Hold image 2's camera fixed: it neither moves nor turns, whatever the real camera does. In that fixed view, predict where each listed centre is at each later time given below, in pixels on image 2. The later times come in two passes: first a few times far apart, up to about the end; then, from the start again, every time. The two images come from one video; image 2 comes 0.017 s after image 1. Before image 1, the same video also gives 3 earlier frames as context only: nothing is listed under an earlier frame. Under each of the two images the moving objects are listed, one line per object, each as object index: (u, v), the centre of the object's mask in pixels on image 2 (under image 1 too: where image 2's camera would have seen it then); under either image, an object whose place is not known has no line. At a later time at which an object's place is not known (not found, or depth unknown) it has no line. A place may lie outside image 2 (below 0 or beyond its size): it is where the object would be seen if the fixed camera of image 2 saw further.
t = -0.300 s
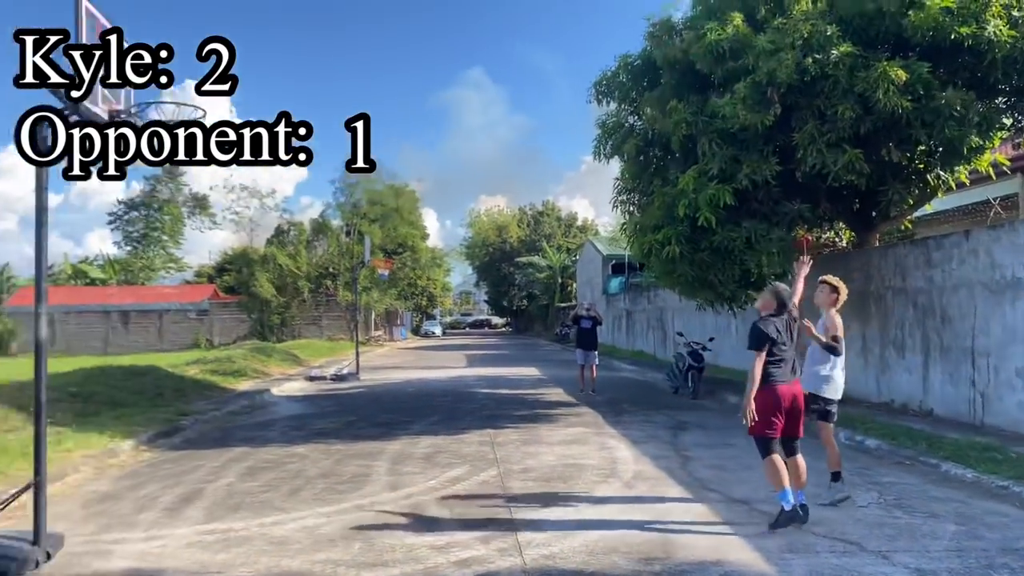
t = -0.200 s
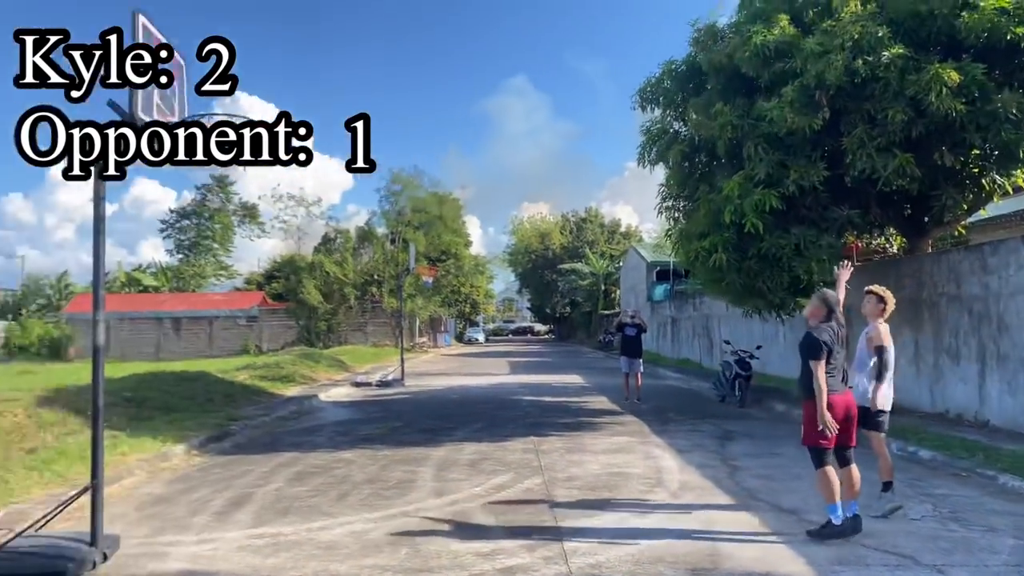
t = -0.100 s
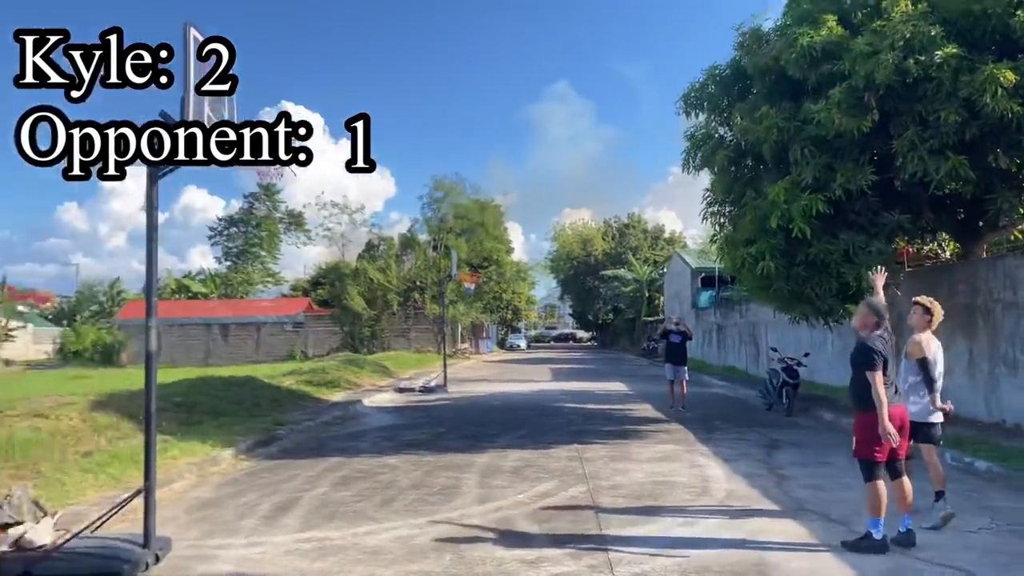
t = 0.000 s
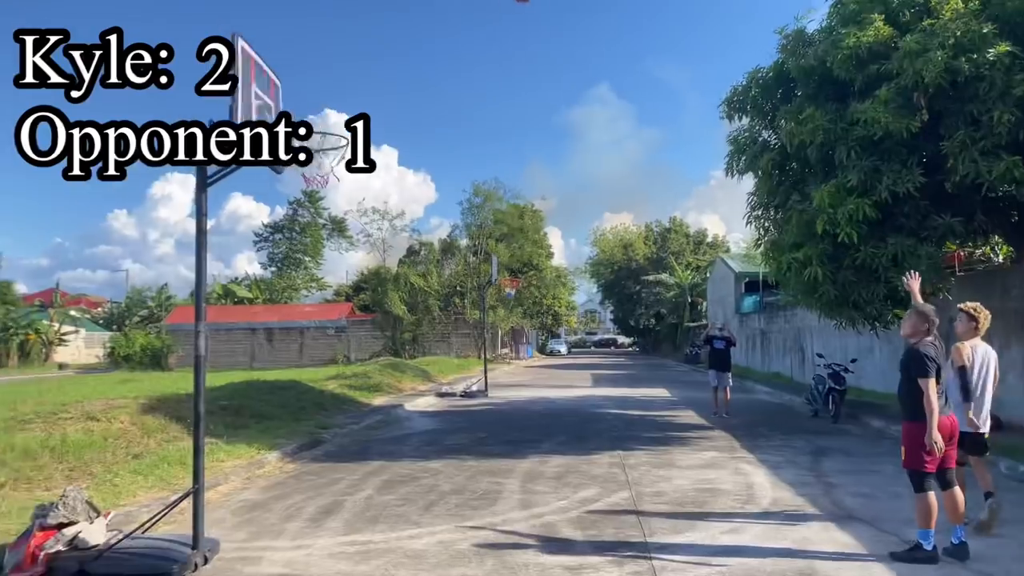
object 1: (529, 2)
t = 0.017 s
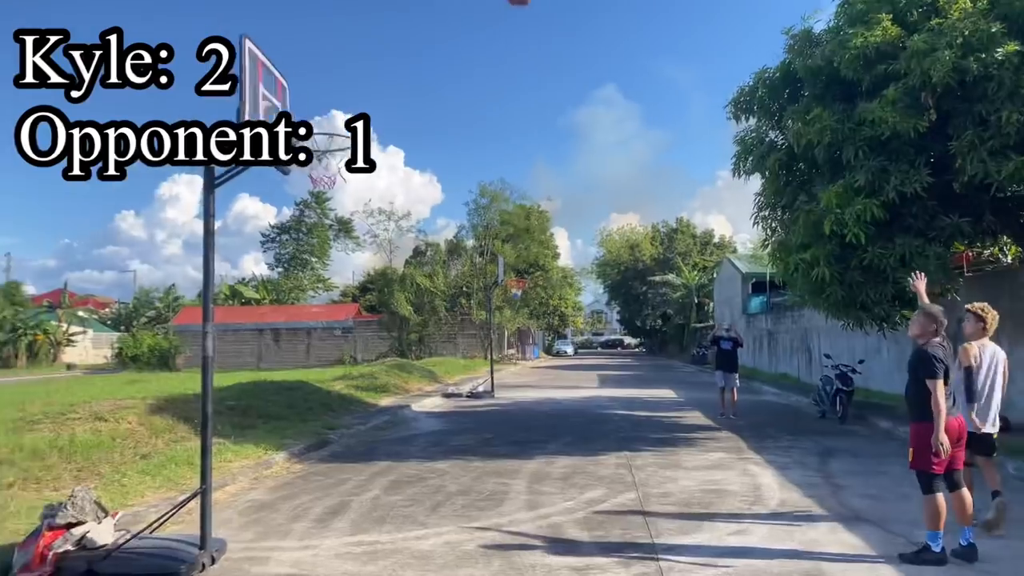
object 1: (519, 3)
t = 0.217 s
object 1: (401, 52)
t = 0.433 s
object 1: (311, 178)
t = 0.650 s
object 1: (351, 315)
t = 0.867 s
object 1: (368, 495)
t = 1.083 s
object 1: (411, 386)
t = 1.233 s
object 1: (438, 313)
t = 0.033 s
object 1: (509, 3)
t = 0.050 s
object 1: (499, 4)
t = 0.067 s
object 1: (489, 6)
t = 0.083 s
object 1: (479, 8)
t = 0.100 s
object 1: (470, 10)
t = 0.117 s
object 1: (460, 14)
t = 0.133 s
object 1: (451, 19)
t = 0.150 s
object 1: (441, 25)
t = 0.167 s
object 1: (431, 31)
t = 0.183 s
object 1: (421, 38)
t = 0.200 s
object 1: (411, 45)
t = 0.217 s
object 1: (401, 52)
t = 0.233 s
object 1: (391, 60)
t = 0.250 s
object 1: (381, 68)
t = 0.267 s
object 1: (371, 77)
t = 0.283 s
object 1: (360, 86)
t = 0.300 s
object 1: (350, 95)
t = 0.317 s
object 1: (340, 105)
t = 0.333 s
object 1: (330, 115)
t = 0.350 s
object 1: (320, 125)
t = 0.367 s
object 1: (310, 136)
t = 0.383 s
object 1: (303, 147)
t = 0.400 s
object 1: (305, 157)
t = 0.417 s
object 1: (308, 167)
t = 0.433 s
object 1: (311, 178)
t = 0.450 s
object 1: (314, 186)
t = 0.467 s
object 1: (316, 196)
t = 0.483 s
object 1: (319, 205)
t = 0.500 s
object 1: (322, 216)
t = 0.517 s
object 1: (324, 226)
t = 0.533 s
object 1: (328, 235)
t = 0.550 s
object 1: (331, 246)
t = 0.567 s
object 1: (335, 257)
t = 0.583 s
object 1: (336, 268)
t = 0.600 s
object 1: (342, 280)
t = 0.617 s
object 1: (344, 291)
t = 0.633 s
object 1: (347, 303)
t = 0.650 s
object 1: (351, 315)
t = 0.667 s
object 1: (352, 327)
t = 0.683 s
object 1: (354, 340)
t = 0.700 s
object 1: (356, 352)
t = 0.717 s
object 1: (356, 365)
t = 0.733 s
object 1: (358, 379)
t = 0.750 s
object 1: (359, 392)
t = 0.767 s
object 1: (362, 406)
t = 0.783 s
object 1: (364, 420)
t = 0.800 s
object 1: (363, 435)
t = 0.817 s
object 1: (365, 449)
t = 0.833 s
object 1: (365, 465)
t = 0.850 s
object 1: (367, 480)
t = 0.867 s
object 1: (368, 495)
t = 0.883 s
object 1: (370, 511)
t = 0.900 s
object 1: (372, 520)
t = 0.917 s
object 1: (376, 505)
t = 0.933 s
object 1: (379, 491)
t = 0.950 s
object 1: (383, 478)
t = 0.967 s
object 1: (387, 465)
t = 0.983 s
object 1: (391, 452)
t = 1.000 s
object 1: (394, 440)
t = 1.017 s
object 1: (400, 427)
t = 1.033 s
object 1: (403, 416)
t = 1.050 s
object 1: (405, 405)
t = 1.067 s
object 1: (408, 395)
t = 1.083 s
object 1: (411, 386)
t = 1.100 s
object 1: (416, 377)
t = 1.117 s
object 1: (418, 367)
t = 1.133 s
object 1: (421, 359)
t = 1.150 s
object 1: (425, 349)
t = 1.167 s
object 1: (428, 342)
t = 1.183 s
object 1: (428, 338)
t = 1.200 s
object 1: (430, 334)
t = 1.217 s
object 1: (435, 320)
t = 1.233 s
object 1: (438, 313)
